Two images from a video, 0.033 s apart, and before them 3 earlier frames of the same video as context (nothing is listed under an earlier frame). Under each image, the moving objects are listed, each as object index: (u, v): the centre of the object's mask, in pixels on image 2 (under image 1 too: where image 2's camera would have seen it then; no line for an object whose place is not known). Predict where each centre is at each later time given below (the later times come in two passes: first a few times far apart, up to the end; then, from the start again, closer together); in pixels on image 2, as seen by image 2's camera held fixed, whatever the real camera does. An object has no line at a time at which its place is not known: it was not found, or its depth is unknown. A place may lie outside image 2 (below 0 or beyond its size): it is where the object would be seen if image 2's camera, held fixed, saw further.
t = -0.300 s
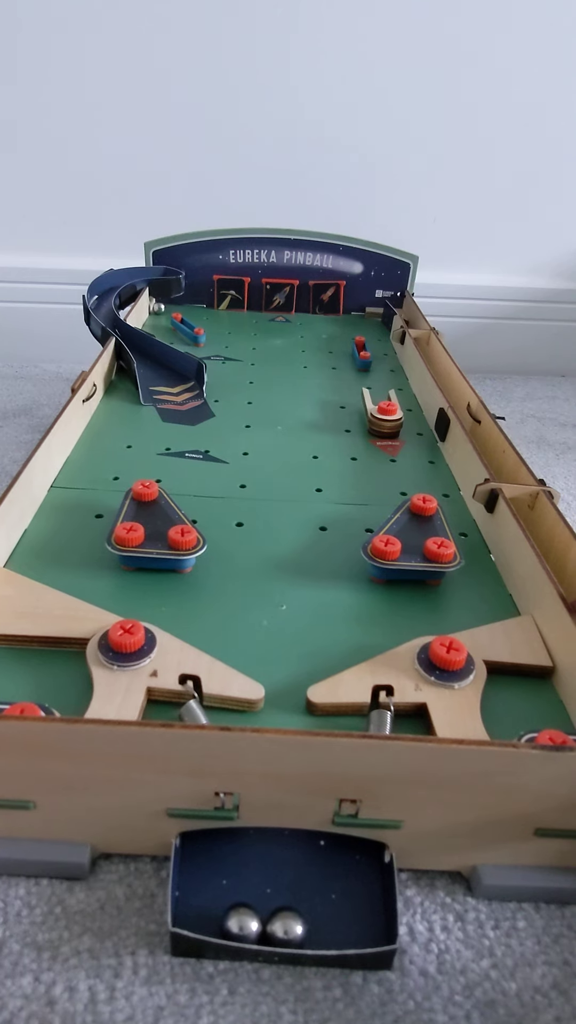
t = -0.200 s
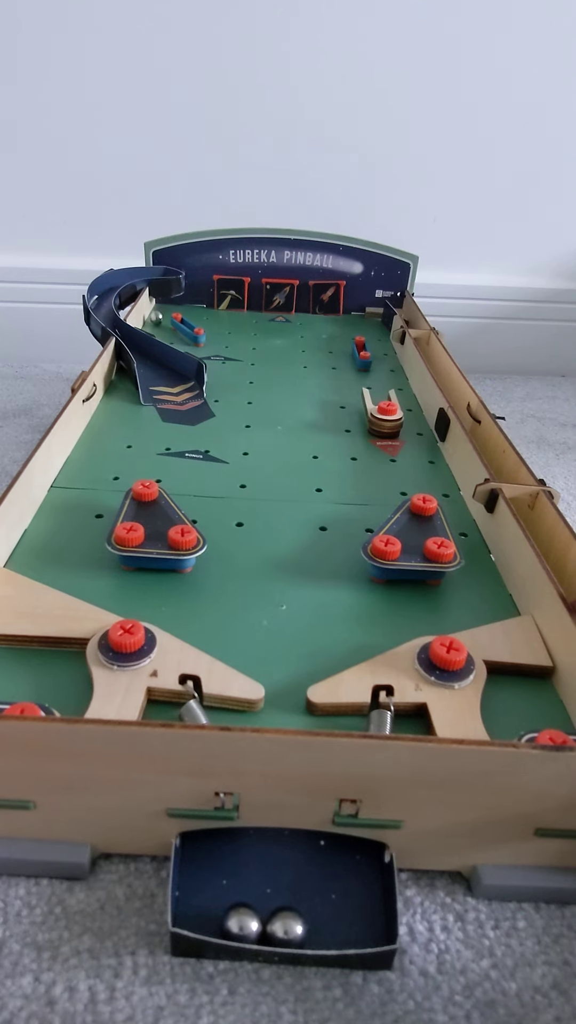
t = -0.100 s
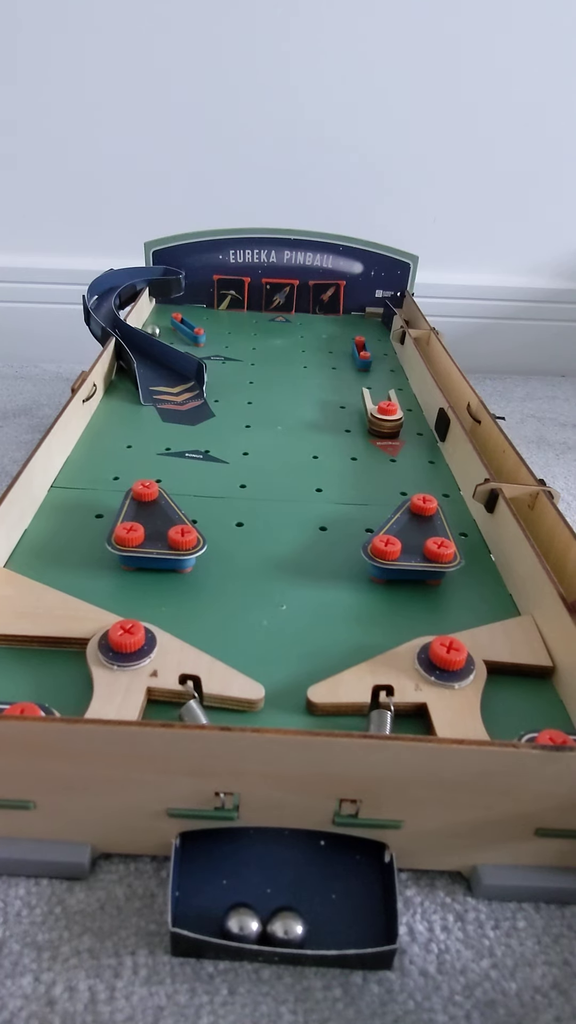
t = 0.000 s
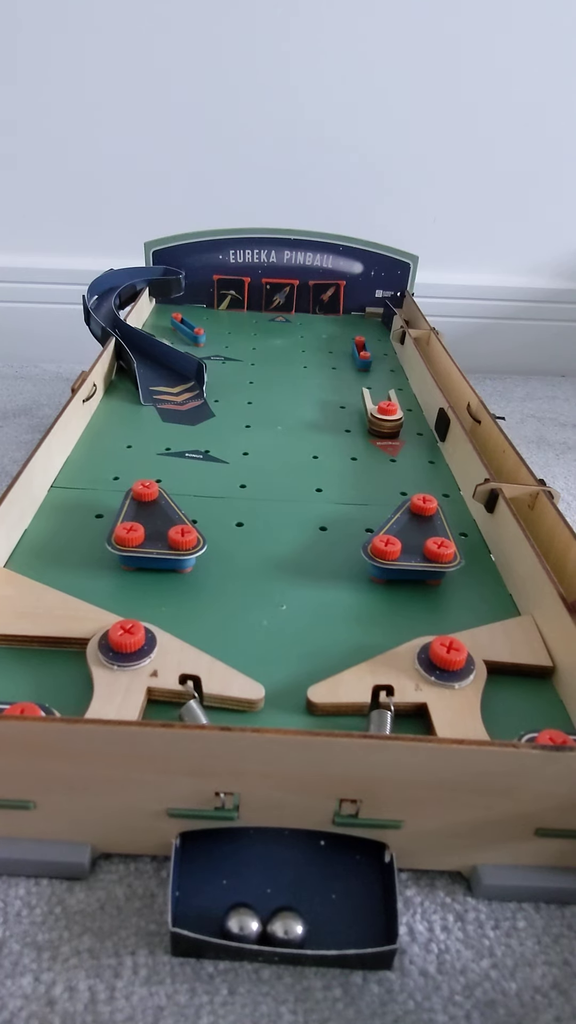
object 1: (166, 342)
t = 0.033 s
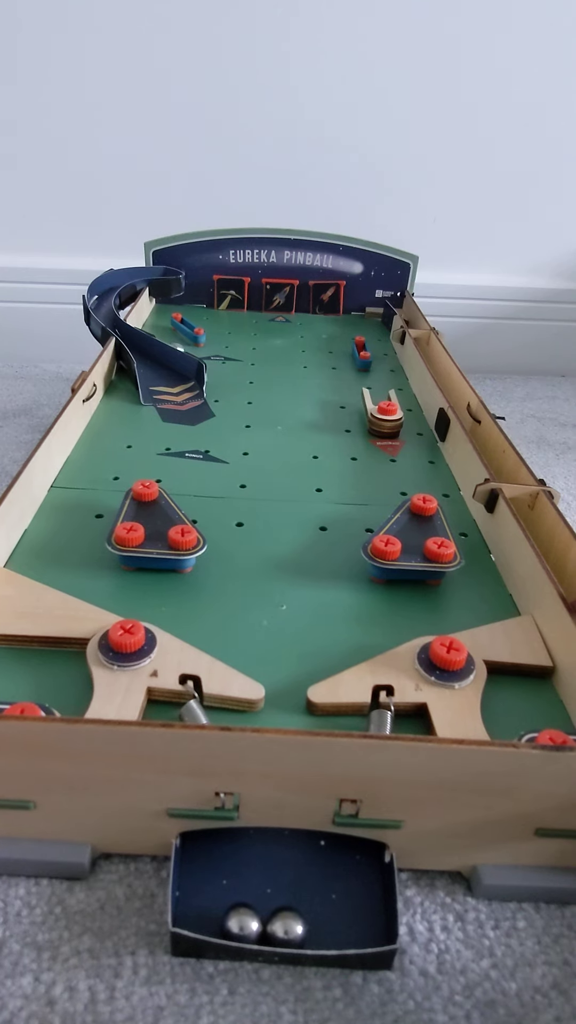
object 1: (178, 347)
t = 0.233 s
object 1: (251, 385)
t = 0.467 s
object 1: (370, 471)
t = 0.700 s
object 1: (442, 459)
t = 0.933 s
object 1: (433, 446)
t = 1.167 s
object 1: (446, 476)
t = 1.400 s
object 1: (472, 568)
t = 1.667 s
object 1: (383, 621)
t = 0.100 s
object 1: (203, 357)
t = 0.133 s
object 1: (212, 365)
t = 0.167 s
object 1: (225, 371)
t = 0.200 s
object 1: (237, 378)
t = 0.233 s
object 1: (251, 385)
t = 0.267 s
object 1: (265, 394)
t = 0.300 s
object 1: (279, 404)
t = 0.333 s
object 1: (295, 414)
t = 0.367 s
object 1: (312, 426)
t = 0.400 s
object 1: (330, 439)
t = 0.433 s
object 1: (349, 454)
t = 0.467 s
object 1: (370, 471)
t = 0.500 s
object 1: (394, 492)
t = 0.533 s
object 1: (416, 491)
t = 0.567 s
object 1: (419, 483)
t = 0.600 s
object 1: (422, 478)
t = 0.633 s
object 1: (429, 470)
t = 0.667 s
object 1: (435, 464)
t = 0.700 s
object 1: (442, 459)
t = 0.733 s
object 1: (439, 455)
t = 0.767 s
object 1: (437, 452)
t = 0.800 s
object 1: (435, 449)
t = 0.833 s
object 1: (434, 447)
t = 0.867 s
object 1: (433, 446)
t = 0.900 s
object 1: (433, 446)
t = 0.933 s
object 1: (433, 446)
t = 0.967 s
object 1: (435, 448)
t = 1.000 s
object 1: (436, 450)
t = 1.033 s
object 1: (439, 453)
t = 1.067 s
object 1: (439, 457)
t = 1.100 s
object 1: (442, 462)
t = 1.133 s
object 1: (444, 468)
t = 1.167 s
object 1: (446, 476)
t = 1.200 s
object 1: (450, 485)
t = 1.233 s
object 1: (452, 494)
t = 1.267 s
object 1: (455, 503)
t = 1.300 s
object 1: (458, 516)
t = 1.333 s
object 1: (464, 532)
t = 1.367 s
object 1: (468, 546)
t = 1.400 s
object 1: (472, 568)
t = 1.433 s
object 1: (477, 589)
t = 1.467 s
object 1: (481, 610)
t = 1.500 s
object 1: (460, 604)
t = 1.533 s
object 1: (443, 603)
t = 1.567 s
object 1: (428, 605)
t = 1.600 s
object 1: (413, 609)
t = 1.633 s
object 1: (398, 614)
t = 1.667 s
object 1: (383, 621)
